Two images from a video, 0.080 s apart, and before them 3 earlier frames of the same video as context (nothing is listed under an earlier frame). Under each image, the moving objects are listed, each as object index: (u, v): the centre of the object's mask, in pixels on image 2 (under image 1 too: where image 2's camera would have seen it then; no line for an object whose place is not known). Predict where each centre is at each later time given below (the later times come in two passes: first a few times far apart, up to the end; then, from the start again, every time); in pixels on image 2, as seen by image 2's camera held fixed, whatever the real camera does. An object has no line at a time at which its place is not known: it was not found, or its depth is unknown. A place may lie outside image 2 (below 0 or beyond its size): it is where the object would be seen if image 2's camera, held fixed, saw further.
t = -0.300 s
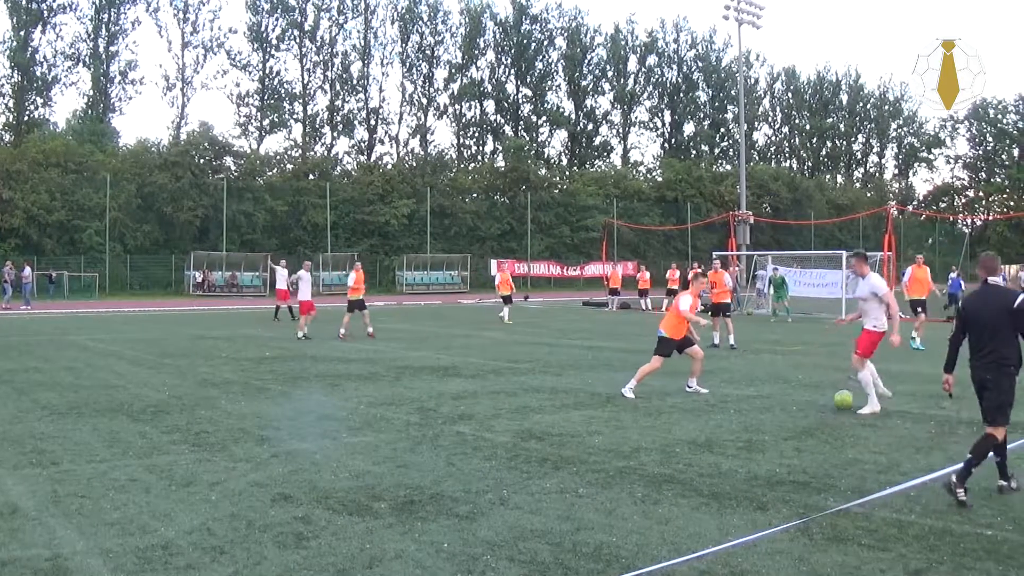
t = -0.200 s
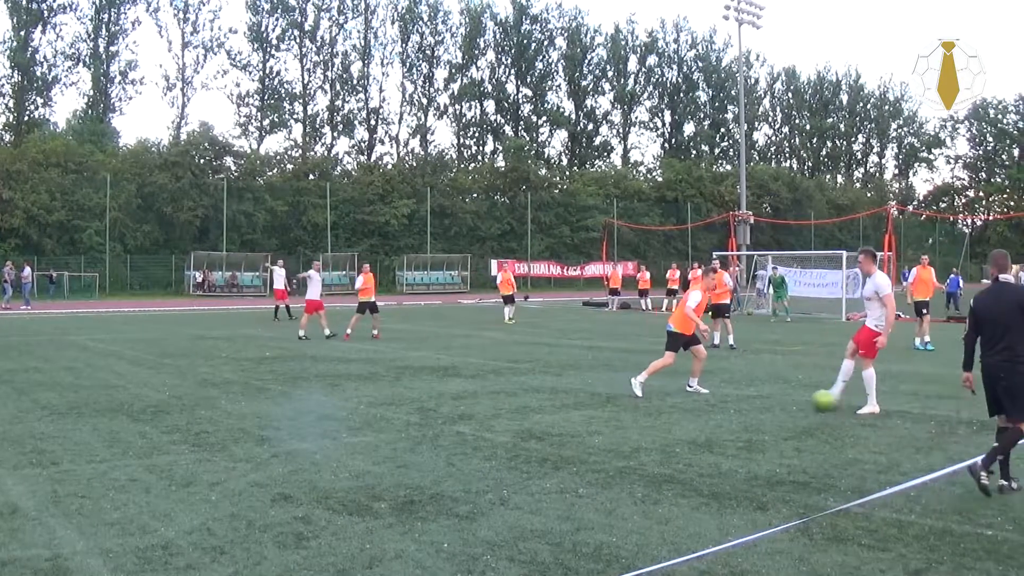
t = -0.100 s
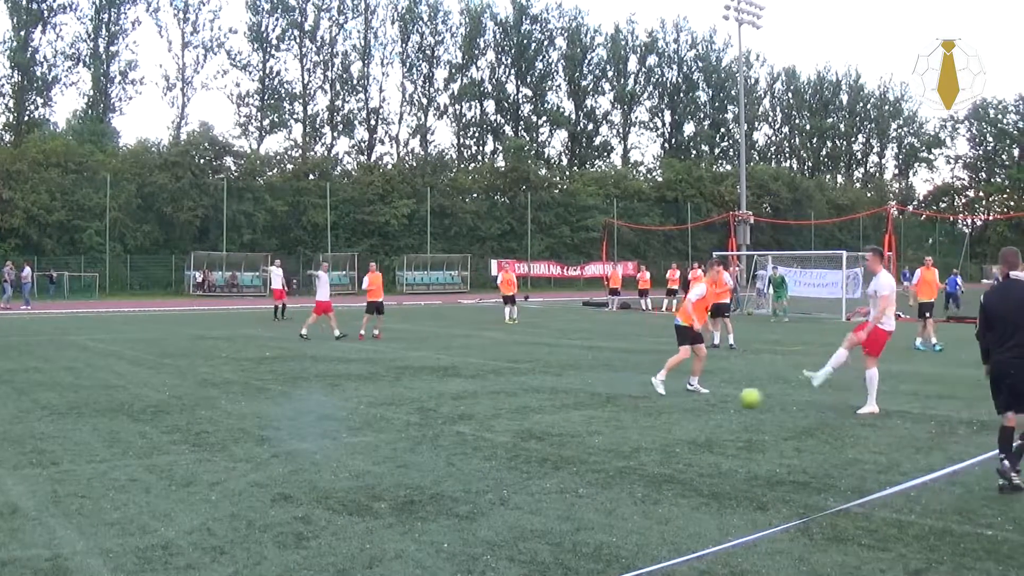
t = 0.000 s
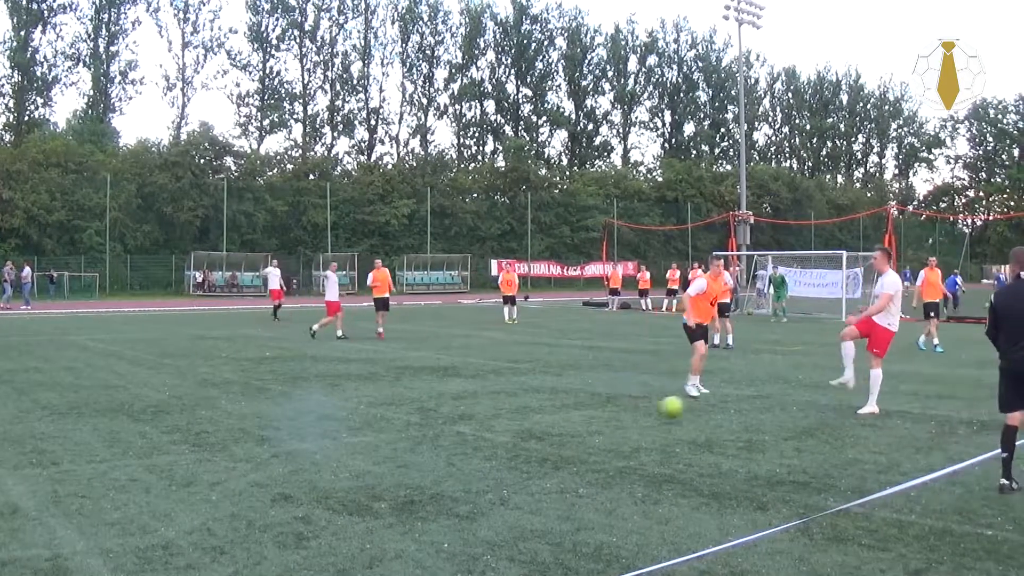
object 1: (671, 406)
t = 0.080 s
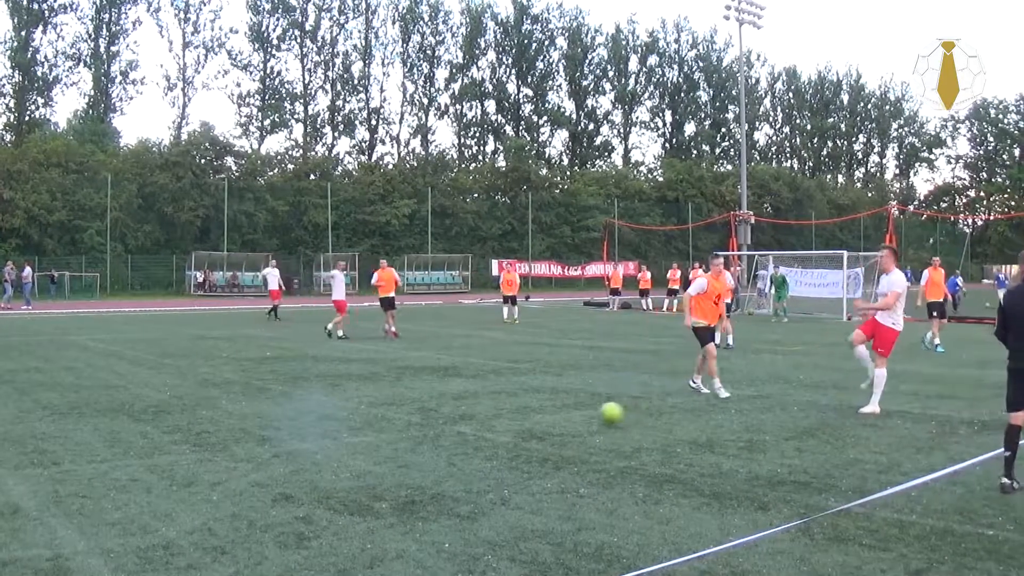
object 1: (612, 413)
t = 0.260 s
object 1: (489, 416)
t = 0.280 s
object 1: (475, 418)
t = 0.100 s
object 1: (598, 412)
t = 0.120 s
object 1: (583, 410)
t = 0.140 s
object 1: (571, 409)
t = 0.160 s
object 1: (557, 410)
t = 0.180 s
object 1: (544, 410)
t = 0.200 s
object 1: (530, 410)
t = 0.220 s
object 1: (517, 412)
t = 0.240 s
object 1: (504, 413)
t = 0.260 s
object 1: (489, 416)
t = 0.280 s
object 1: (475, 418)
